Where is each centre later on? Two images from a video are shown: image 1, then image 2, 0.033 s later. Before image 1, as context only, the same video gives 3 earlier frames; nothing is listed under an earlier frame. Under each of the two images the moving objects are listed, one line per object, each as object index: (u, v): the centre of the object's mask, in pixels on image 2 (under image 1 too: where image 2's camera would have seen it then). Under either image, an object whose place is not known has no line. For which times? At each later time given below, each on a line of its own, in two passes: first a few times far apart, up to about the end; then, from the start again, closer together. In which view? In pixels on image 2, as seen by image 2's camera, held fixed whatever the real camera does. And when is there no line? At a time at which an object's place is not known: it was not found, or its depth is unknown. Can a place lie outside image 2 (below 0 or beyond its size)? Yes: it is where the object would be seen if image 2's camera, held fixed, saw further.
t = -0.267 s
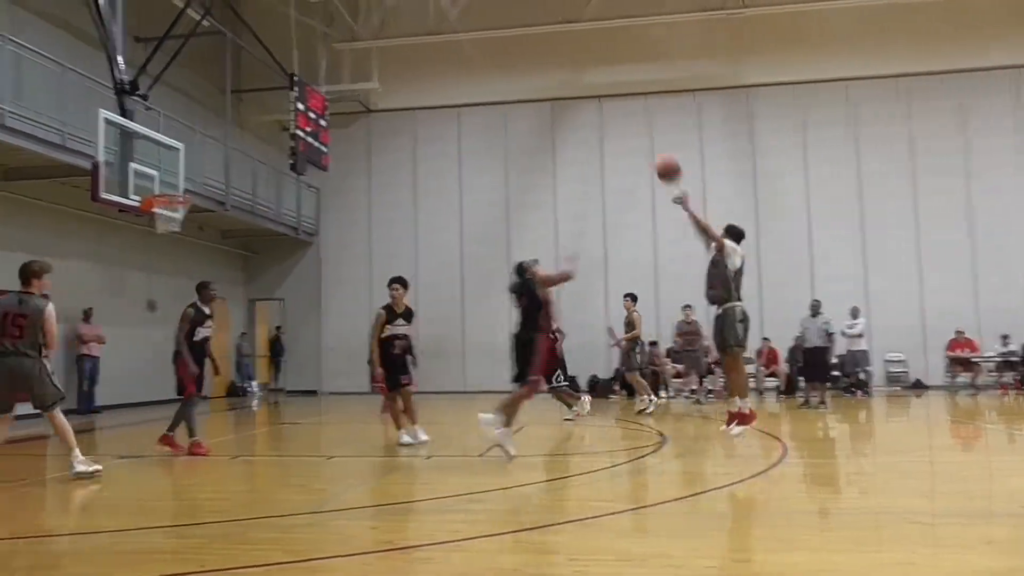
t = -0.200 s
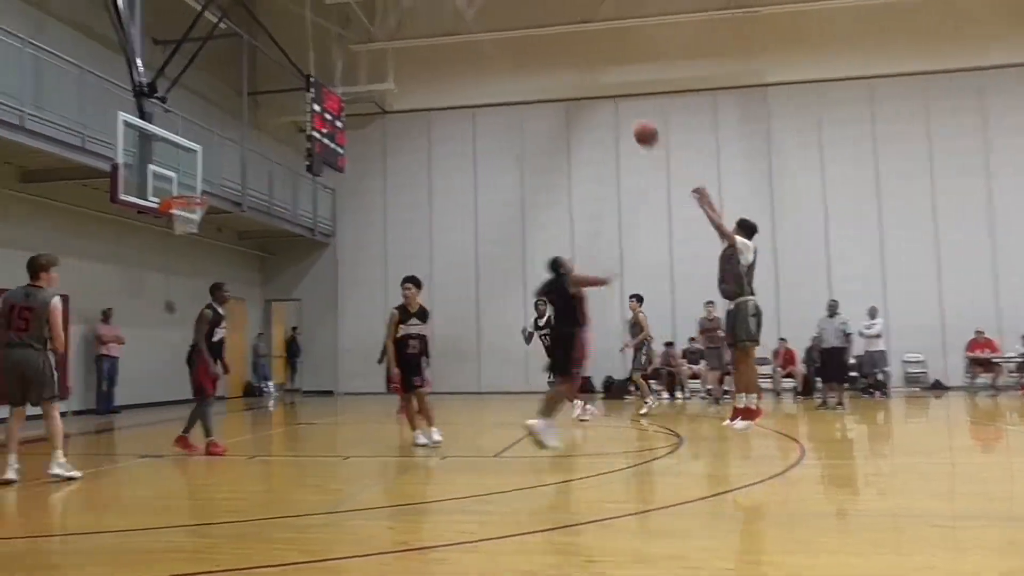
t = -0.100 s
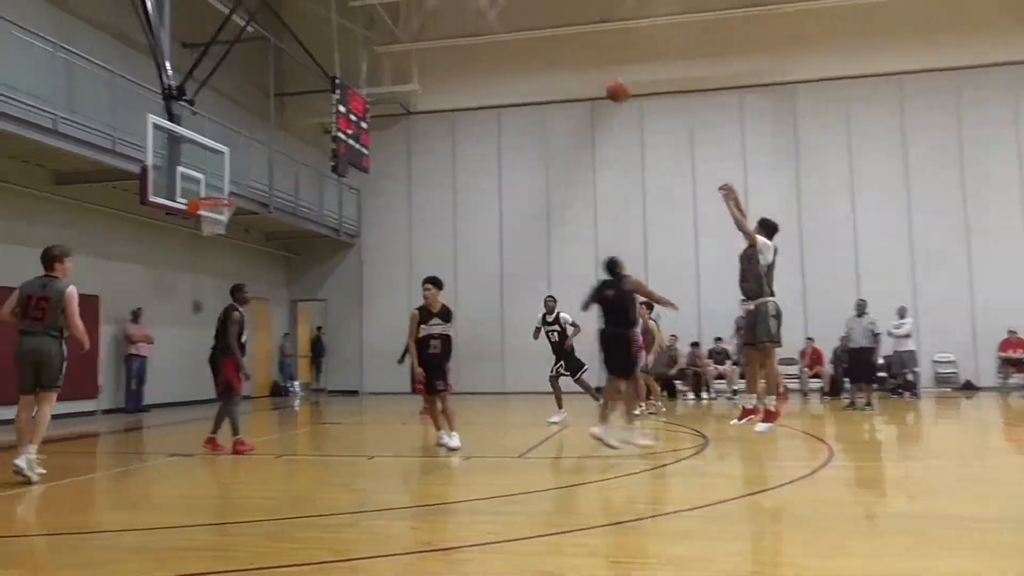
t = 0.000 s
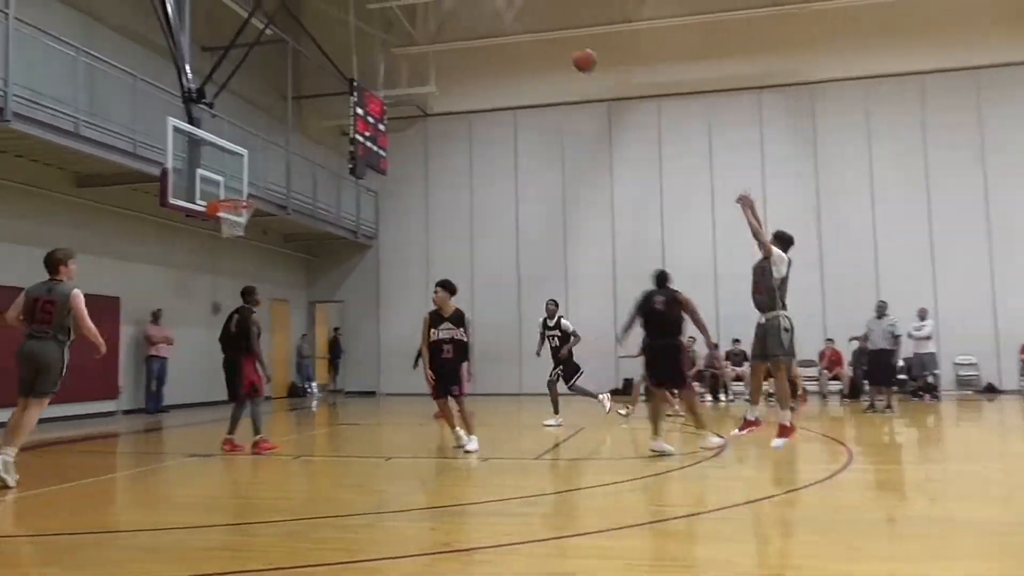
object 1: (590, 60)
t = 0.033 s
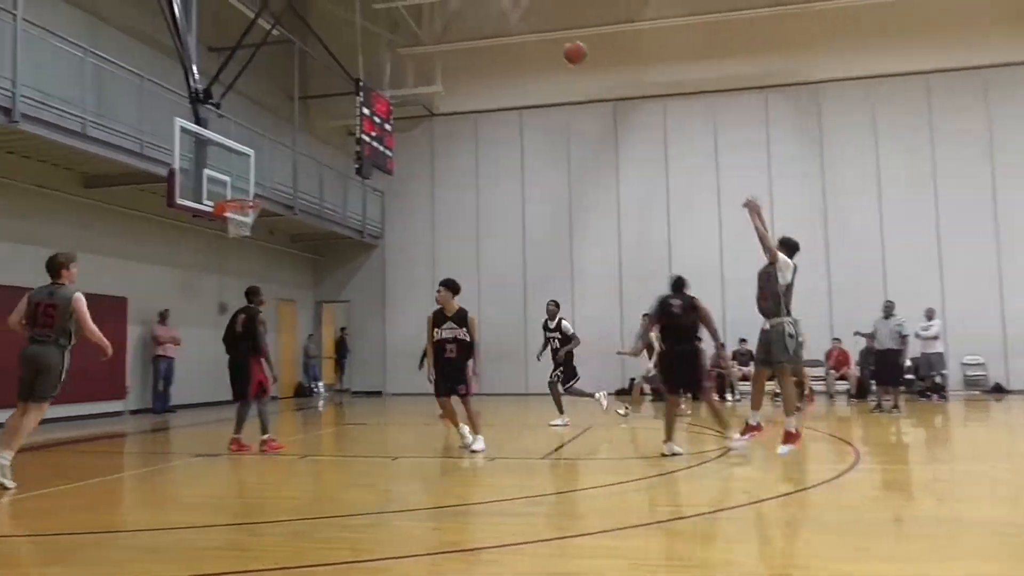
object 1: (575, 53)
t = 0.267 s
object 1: (479, 29)
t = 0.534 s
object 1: (386, 54)
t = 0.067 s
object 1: (560, 46)
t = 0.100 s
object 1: (546, 41)
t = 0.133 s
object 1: (531, 36)
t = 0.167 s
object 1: (517, 33)
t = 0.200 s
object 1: (504, 30)
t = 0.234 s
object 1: (491, 29)
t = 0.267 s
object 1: (479, 29)
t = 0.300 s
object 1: (466, 29)
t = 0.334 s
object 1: (454, 30)
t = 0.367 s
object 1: (442, 32)
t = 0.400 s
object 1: (431, 35)
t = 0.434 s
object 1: (419, 39)
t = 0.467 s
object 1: (406, 43)
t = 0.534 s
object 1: (386, 54)
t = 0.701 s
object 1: (333, 97)
